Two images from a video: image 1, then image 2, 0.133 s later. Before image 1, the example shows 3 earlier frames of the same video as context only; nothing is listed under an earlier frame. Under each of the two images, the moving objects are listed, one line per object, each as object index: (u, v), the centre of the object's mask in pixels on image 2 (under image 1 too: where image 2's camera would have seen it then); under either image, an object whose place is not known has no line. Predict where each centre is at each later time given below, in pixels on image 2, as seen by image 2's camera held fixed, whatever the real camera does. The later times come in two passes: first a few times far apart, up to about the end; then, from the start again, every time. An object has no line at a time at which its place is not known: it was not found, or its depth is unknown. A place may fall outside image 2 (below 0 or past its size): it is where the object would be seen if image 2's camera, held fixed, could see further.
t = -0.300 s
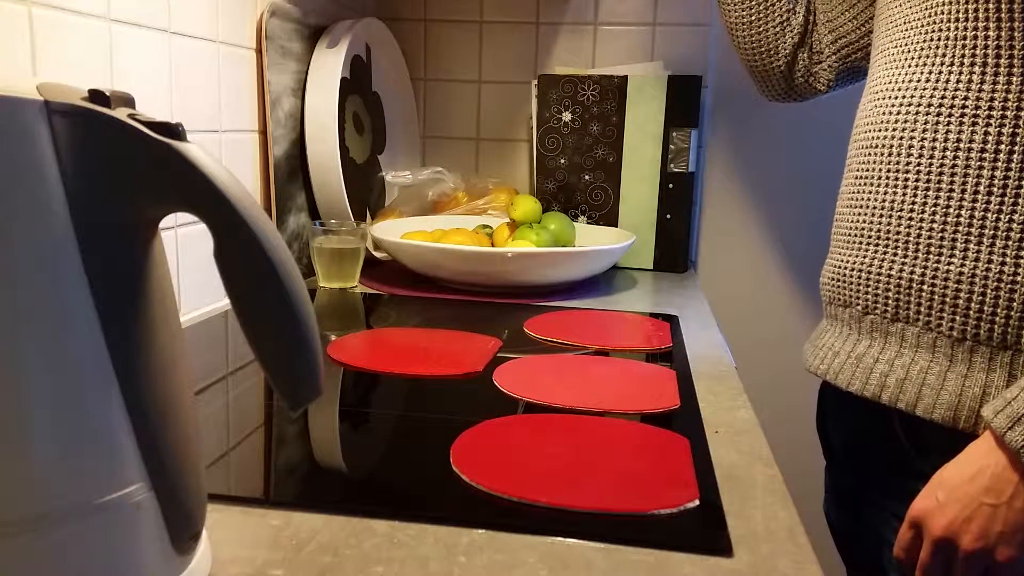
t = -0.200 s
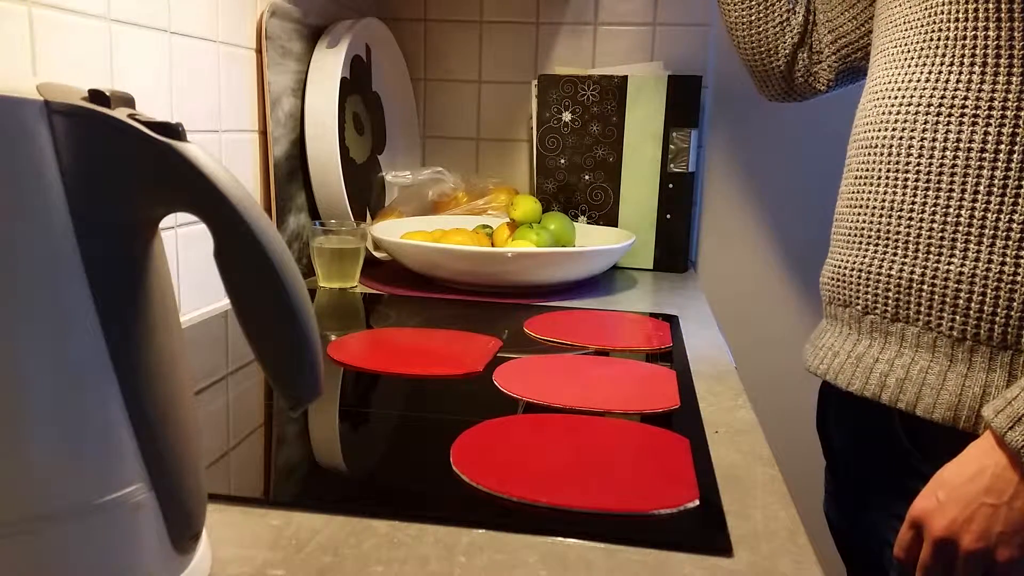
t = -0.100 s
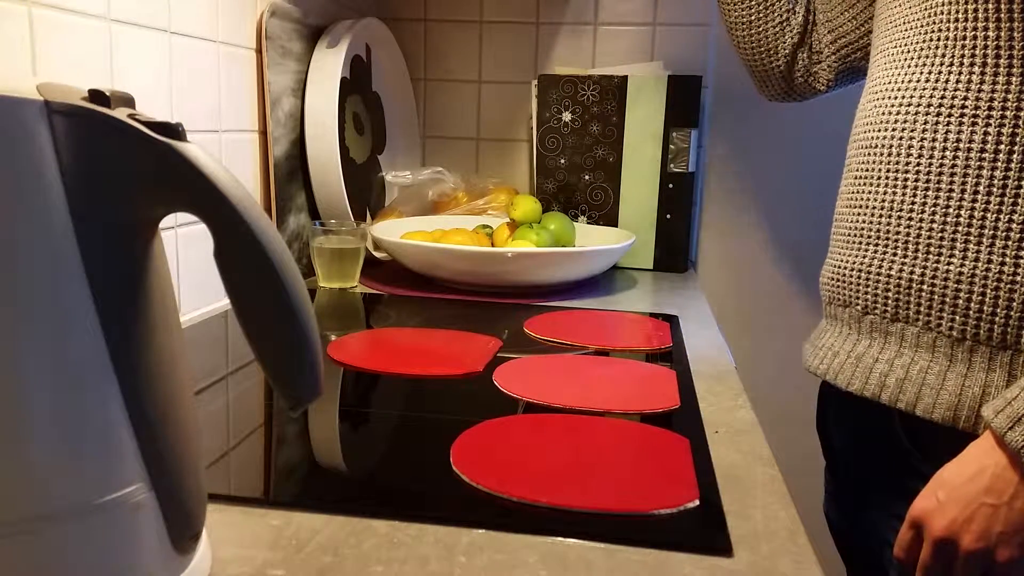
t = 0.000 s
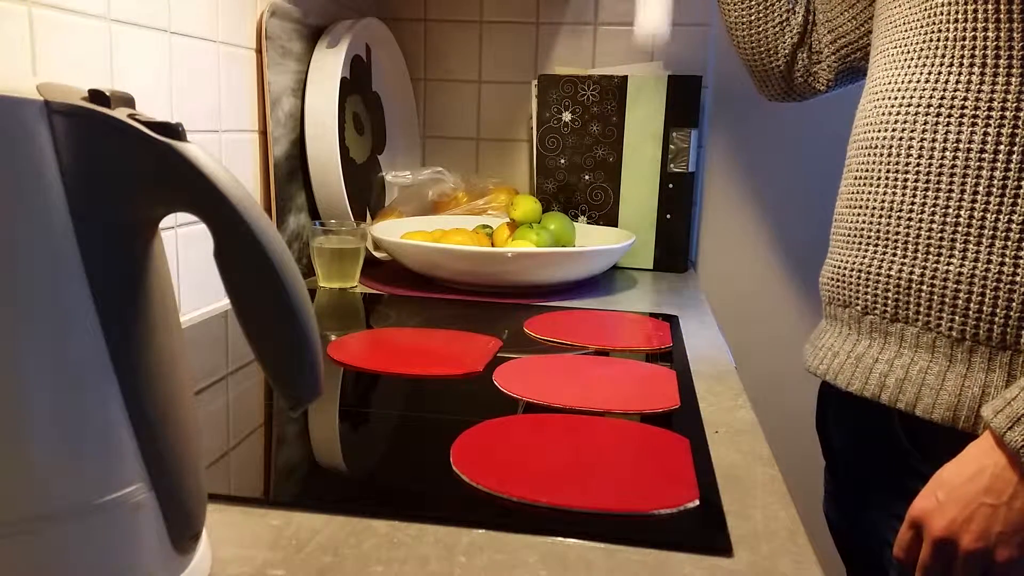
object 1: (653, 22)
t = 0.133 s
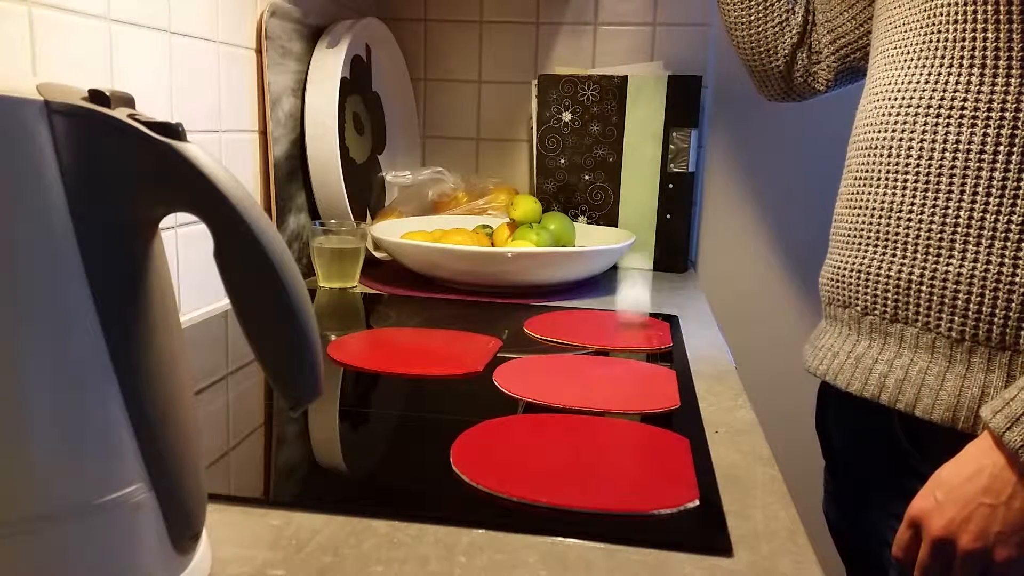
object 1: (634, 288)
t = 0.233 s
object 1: (641, 182)
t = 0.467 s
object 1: (639, 232)
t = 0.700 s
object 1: (633, 270)
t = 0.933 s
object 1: (632, 303)
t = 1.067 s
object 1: (634, 309)
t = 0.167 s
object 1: (636, 261)
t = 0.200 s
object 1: (639, 215)
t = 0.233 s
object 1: (641, 182)
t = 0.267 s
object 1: (643, 163)
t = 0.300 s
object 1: (644, 152)
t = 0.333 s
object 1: (644, 151)
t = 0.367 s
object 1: (643, 158)
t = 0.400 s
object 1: (642, 173)
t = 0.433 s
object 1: (640, 199)
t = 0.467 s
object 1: (639, 232)
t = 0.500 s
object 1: (635, 274)
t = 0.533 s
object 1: (633, 302)
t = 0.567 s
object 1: (634, 277)
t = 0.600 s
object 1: (635, 262)
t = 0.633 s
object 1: (635, 256)
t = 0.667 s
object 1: (635, 259)
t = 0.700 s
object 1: (633, 270)
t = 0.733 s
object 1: (632, 289)
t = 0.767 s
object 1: (631, 305)
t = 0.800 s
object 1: (632, 292)
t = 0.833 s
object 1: (633, 289)
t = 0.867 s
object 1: (633, 294)
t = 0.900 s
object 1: (632, 306)
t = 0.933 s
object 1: (632, 303)
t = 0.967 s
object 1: (633, 303)
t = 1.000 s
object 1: (633, 308)
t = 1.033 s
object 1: (633, 307)
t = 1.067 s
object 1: (634, 309)
